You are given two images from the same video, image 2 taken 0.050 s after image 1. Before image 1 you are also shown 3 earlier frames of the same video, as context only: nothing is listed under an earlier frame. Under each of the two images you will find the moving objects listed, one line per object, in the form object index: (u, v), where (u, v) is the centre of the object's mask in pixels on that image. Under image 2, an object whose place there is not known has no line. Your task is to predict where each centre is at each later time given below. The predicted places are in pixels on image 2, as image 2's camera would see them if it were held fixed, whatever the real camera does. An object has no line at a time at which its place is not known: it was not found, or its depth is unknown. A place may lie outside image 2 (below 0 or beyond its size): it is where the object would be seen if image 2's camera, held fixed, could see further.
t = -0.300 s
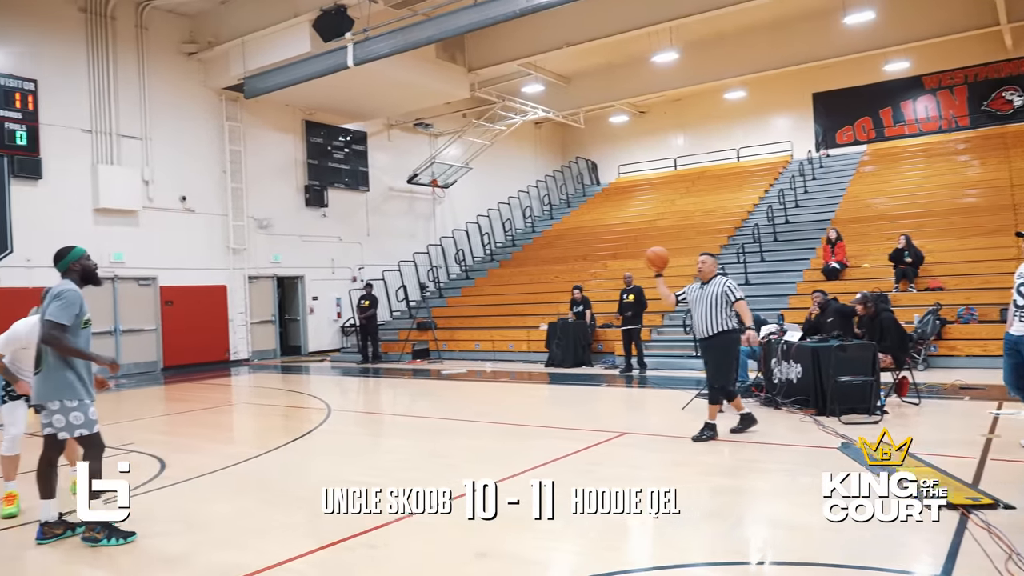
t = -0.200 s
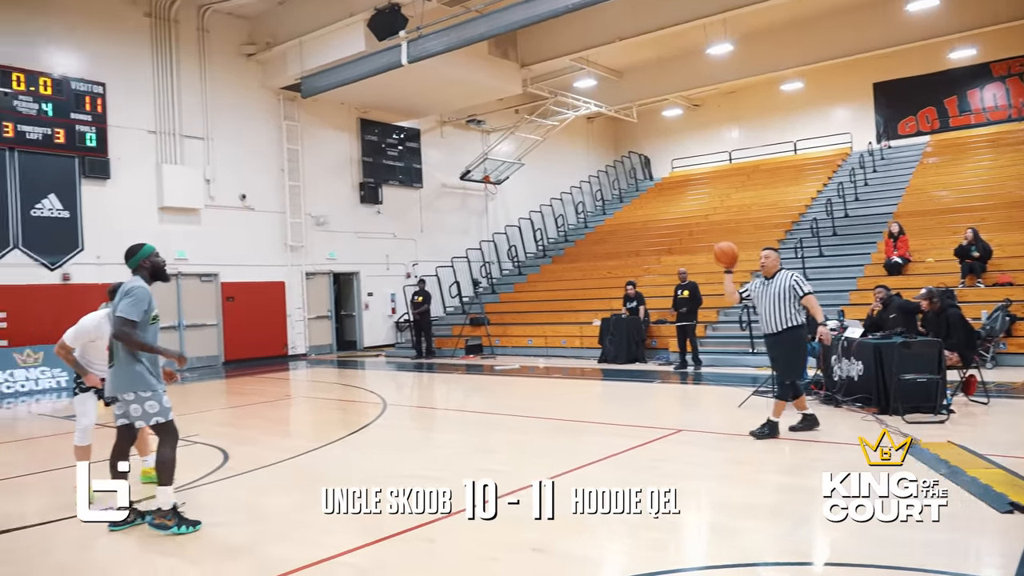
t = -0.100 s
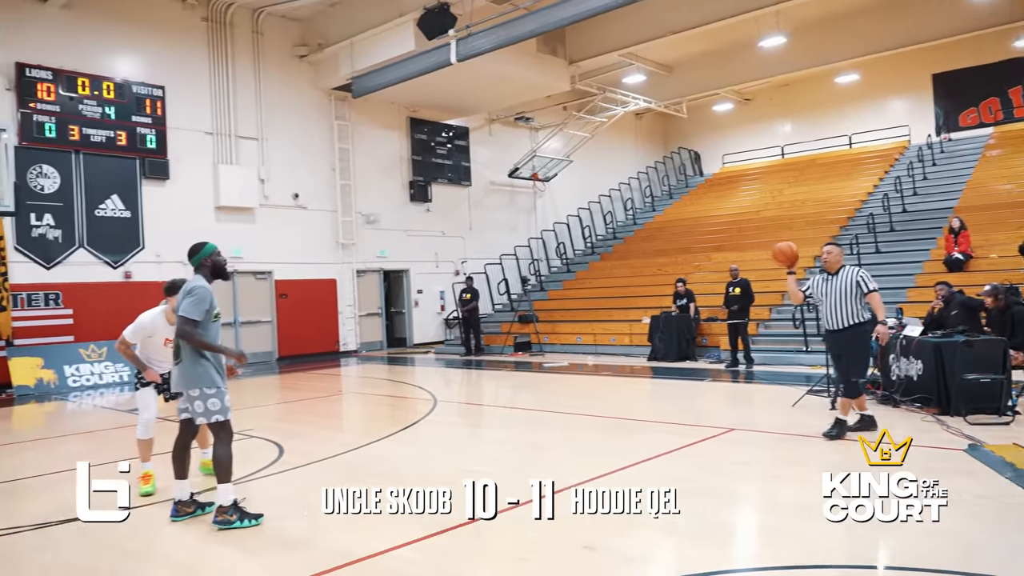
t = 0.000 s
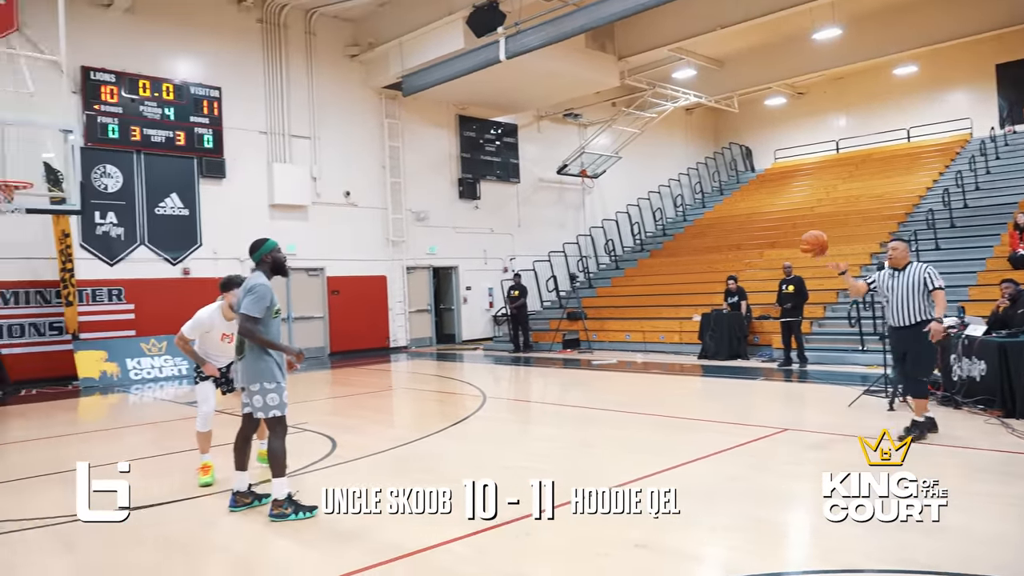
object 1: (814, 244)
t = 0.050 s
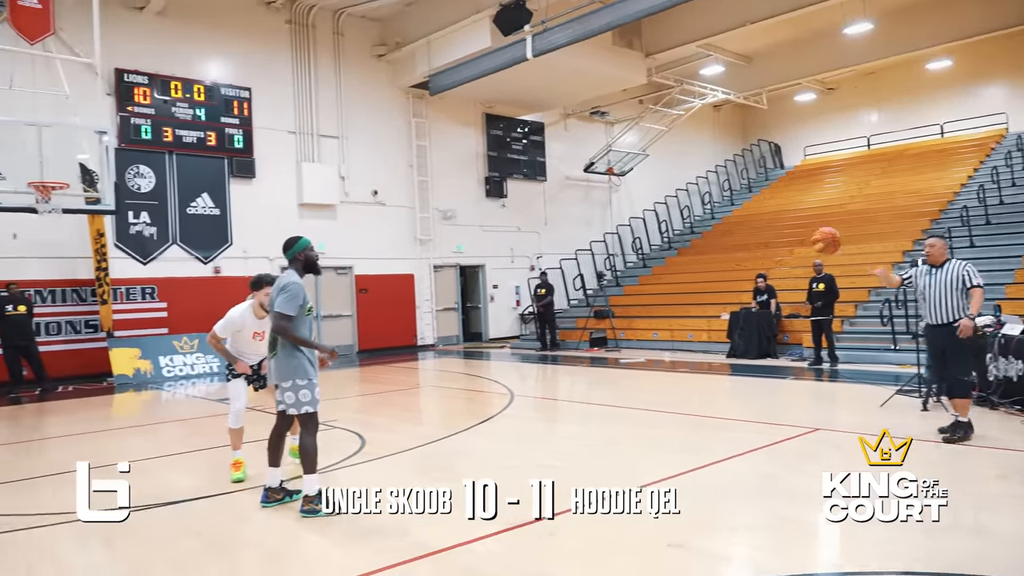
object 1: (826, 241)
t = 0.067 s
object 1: (819, 241)
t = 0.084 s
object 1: (813, 242)
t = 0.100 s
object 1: (807, 244)
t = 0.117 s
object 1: (800, 245)
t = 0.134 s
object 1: (793, 247)
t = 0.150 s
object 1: (786, 248)
